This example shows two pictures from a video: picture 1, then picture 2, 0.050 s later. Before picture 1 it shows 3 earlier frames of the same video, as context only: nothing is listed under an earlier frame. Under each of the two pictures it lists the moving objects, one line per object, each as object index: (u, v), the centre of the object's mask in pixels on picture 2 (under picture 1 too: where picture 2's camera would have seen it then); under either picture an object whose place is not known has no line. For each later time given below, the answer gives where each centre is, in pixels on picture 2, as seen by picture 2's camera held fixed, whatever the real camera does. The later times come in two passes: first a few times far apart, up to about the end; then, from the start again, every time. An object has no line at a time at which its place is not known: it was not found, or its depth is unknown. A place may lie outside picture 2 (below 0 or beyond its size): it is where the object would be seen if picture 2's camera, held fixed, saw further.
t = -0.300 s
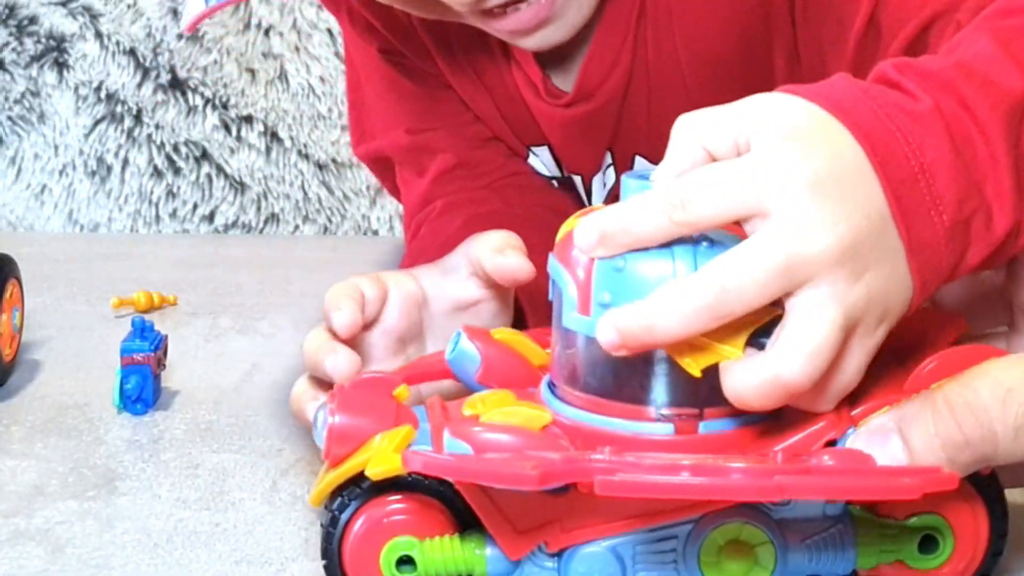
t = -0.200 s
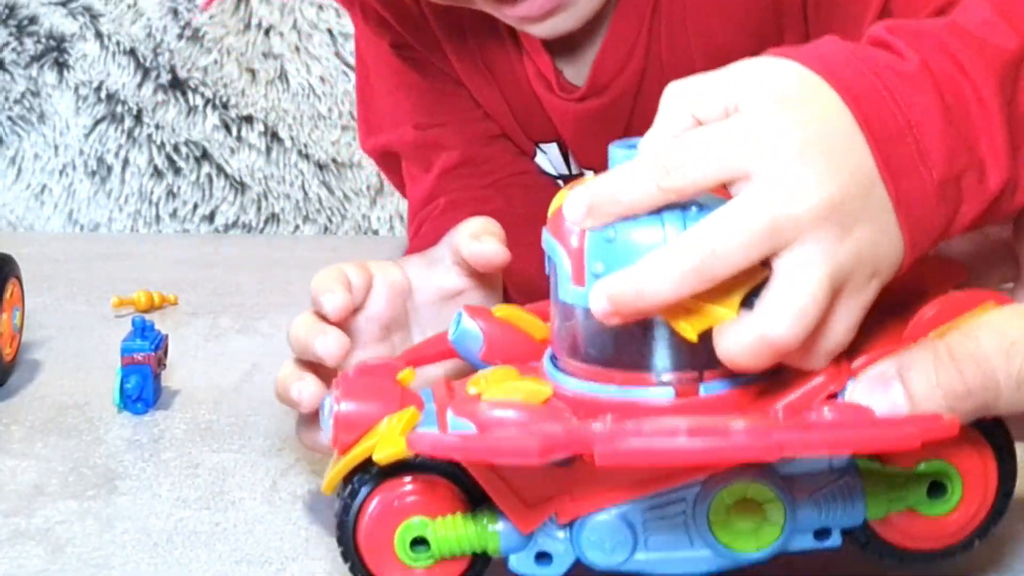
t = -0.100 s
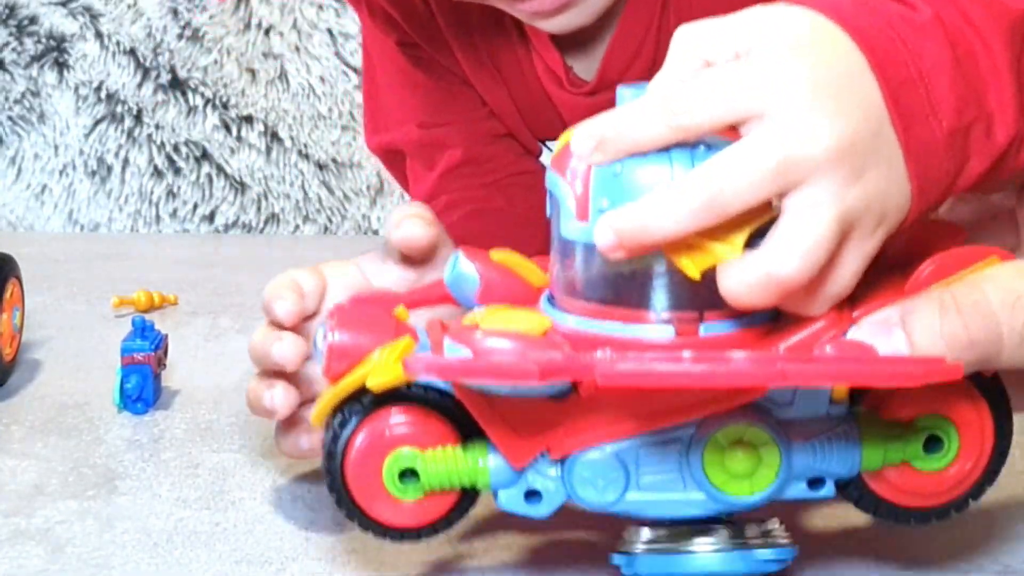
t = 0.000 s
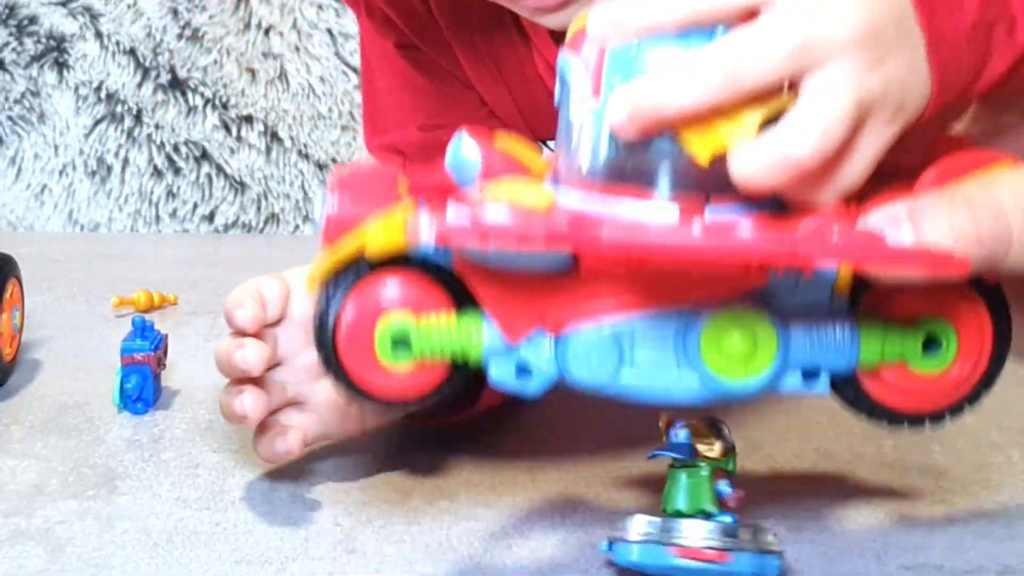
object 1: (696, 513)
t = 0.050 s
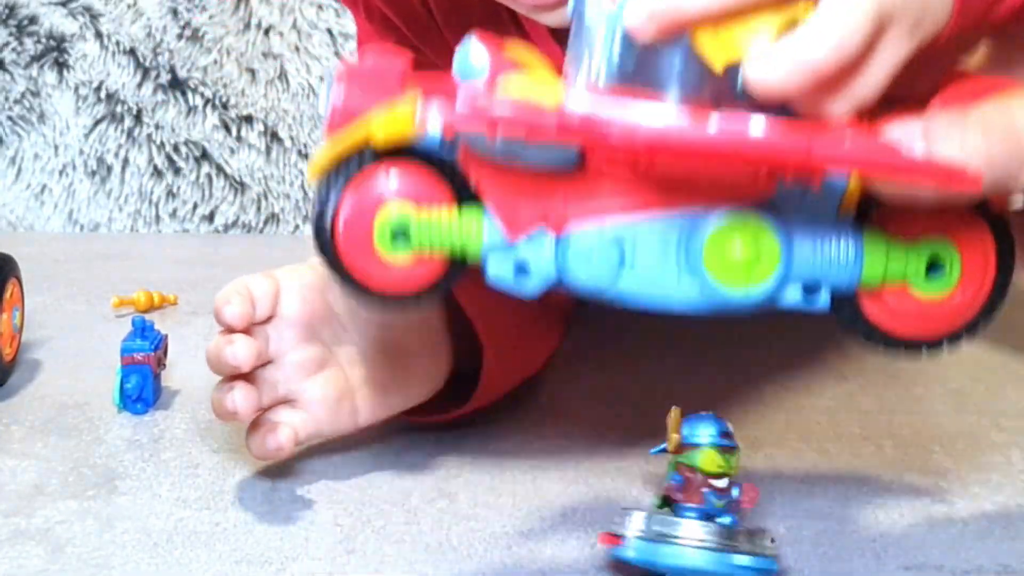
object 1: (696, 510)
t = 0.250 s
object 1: (702, 509)
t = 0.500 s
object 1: (700, 522)
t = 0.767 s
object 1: (671, 510)
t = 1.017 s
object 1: (676, 507)
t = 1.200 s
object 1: (677, 507)
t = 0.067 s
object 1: (695, 509)
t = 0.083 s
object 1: (695, 508)
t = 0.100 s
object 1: (695, 510)
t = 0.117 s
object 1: (696, 509)
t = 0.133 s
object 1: (696, 510)
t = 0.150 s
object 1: (696, 509)
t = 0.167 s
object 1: (697, 508)
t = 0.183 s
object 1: (699, 508)
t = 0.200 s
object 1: (701, 508)
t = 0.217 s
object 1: (701, 508)
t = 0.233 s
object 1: (701, 509)
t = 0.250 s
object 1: (702, 509)
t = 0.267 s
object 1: (702, 510)
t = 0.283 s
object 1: (703, 511)
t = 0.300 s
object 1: (704, 511)
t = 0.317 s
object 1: (704, 513)
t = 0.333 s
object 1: (705, 513)
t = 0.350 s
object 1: (705, 513)
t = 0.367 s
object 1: (705, 514)
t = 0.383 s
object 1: (704, 515)
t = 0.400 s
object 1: (703, 517)
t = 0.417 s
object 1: (702, 518)
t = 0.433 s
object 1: (700, 519)
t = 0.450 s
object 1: (701, 519)
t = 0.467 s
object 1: (703, 520)
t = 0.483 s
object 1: (702, 521)
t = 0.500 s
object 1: (700, 522)
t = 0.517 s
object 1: (696, 522)
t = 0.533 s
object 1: (694, 523)
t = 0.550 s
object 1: (692, 523)
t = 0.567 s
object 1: (691, 522)
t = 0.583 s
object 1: (691, 521)
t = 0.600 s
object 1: (689, 520)
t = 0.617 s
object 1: (688, 521)
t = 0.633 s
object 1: (687, 520)
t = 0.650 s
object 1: (685, 520)
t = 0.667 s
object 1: (683, 519)
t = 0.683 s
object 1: (681, 517)
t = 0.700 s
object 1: (679, 516)
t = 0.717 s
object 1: (677, 515)
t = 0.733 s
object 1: (674, 513)
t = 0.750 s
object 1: (672, 512)
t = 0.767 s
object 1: (671, 510)
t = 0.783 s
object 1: (670, 508)
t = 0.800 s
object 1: (670, 507)
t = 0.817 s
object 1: (671, 506)
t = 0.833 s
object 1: (672, 506)
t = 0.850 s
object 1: (673, 506)
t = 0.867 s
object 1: (673, 507)
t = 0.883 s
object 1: (674, 507)
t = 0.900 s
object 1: (674, 507)
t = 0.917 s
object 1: (675, 507)
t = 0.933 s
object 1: (675, 507)
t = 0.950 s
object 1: (675, 507)
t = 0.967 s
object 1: (675, 507)
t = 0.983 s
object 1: (675, 507)
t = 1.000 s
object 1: (676, 507)
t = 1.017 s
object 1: (676, 507)
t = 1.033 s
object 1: (677, 507)
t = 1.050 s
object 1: (678, 507)
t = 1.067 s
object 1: (678, 507)
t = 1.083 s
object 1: (679, 507)
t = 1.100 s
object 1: (680, 507)
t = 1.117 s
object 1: (679, 507)
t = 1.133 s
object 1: (679, 507)
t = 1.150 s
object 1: (678, 507)
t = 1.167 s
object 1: (678, 507)
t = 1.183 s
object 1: (677, 507)
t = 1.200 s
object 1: (677, 507)
